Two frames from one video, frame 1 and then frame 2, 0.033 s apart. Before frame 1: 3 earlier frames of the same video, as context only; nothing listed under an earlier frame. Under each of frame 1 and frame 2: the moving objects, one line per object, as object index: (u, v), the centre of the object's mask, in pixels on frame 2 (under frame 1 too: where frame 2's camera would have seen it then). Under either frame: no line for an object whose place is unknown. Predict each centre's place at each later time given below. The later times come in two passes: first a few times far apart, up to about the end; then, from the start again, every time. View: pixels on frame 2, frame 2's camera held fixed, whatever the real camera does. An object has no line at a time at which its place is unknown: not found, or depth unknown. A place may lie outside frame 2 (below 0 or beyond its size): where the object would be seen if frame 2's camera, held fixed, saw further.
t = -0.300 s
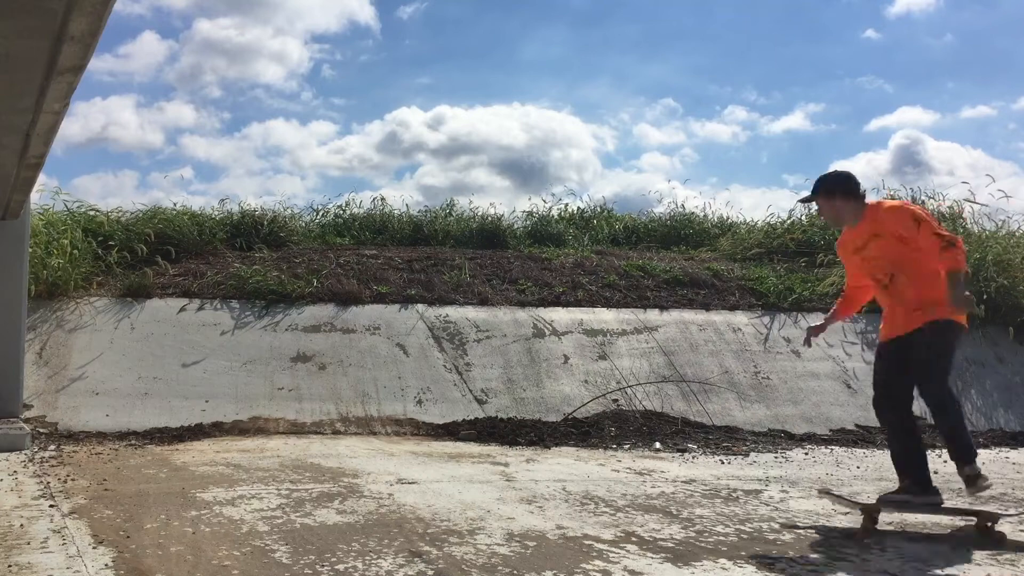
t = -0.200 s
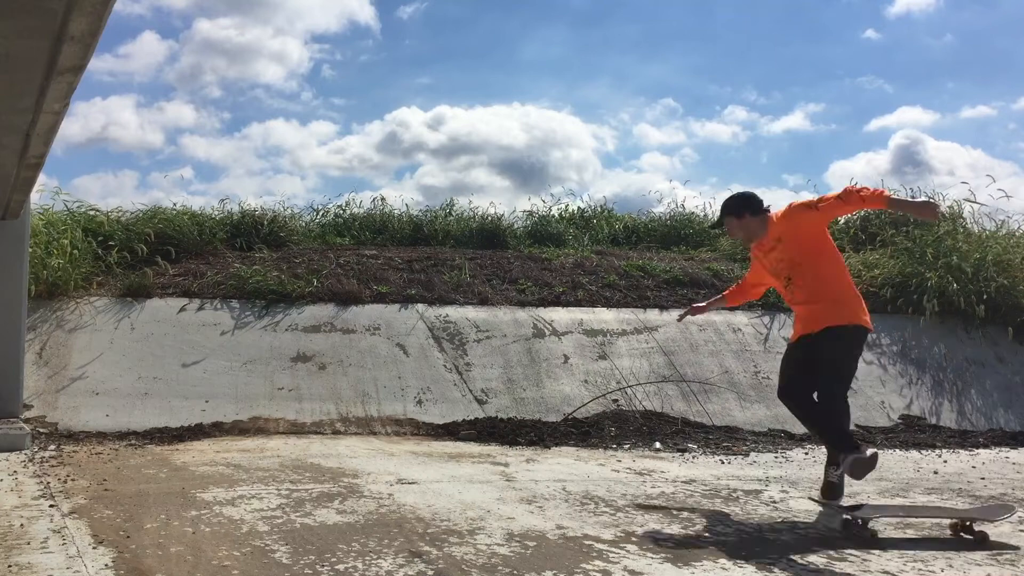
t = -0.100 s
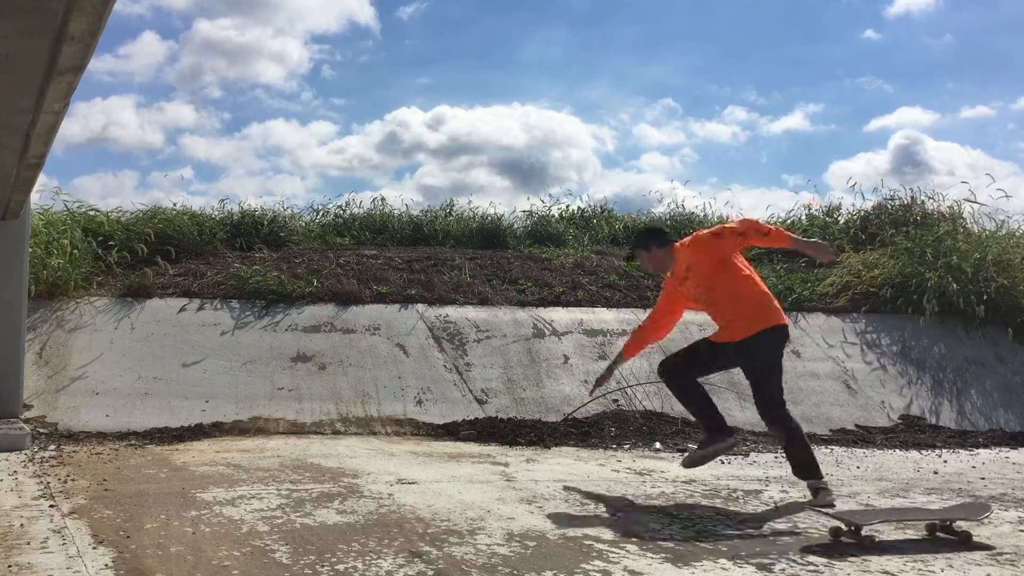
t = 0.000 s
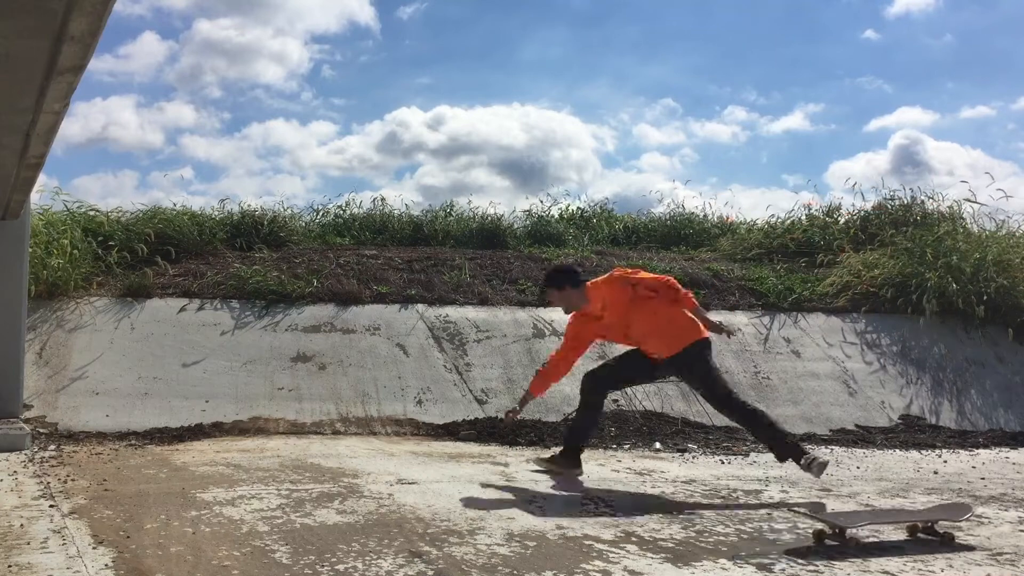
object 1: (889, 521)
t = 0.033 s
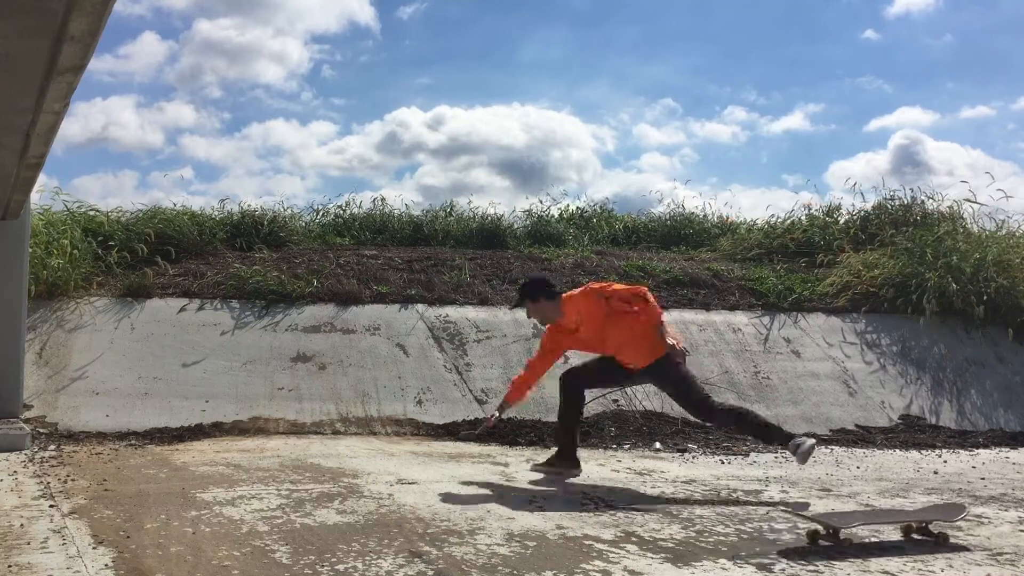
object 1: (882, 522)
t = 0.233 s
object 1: (848, 524)
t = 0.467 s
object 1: (810, 526)
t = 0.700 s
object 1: (779, 529)
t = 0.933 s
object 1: (747, 531)
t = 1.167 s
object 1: (721, 534)
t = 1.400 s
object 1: (700, 535)
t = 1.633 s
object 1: (679, 537)
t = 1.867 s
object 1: (664, 539)
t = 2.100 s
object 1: (650, 541)
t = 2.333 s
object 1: (638, 542)
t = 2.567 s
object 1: (627, 543)
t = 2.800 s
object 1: (616, 544)
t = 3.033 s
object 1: (607, 545)
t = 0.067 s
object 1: (878, 522)
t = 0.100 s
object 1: (871, 523)
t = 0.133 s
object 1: (866, 523)
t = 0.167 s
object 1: (860, 523)
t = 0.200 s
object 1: (854, 524)
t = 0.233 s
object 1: (848, 524)
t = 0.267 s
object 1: (842, 524)
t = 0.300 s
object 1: (838, 525)
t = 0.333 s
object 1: (831, 525)
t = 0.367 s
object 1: (826, 525)
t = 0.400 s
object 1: (820, 525)
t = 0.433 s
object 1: (815, 526)
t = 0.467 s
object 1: (810, 526)
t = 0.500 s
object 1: (807, 526)
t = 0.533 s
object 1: (802, 527)
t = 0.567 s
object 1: (797, 527)
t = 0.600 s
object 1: (792, 528)
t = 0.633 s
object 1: (787, 528)
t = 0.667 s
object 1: (783, 529)
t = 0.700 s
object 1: (779, 529)
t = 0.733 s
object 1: (773, 529)
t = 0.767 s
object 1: (769, 530)
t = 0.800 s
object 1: (764, 530)
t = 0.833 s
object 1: (759, 530)
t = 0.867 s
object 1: (756, 531)
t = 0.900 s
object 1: (752, 531)
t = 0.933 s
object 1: (747, 531)
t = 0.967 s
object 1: (743, 532)
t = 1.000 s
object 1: (740, 532)
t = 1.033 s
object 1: (736, 532)
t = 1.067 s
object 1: (733, 533)
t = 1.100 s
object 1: (728, 533)
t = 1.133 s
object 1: (726, 533)
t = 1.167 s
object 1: (721, 534)
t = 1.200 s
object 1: (718, 534)
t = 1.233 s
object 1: (715, 534)
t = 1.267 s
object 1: (711, 534)
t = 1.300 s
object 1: (709, 534)
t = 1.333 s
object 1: (705, 535)
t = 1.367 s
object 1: (702, 535)
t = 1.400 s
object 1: (700, 535)
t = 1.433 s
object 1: (696, 535)
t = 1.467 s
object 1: (693, 536)
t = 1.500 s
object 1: (690, 536)
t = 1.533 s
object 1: (688, 536)
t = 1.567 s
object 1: (685, 537)
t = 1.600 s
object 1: (682, 537)
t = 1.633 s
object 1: (679, 537)
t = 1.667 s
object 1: (676, 538)
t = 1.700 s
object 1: (674, 538)
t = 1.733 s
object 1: (671, 538)
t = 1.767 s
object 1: (669, 538)
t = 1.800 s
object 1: (668, 538)
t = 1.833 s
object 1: (666, 539)
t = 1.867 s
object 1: (664, 539)
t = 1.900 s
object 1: (662, 539)
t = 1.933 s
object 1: (660, 539)
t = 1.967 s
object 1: (657, 539)
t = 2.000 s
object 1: (656, 540)
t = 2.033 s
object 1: (654, 540)
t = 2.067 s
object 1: (652, 540)
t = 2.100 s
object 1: (650, 541)
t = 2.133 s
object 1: (648, 541)
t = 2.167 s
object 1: (647, 541)
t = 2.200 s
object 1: (644, 541)
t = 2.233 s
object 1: (642, 541)
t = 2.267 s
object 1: (641, 541)
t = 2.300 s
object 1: (639, 542)
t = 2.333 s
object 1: (638, 542)
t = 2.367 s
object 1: (636, 542)
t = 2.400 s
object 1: (635, 542)
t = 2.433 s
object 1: (633, 542)
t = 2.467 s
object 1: (631, 543)
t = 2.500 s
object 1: (630, 543)
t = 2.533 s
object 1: (628, 543)
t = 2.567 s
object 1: (627, 543)
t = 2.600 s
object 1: (625, 543)
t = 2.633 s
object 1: (623, 543)
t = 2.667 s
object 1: (622, 543)
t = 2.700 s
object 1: (620, 544)
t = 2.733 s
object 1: (619, 544)
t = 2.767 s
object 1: (617, 544)
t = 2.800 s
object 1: (616, 544)
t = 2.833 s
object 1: (615, 544)
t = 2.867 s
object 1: (614, 544)
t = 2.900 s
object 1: (612, 544)
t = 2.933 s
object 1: (611, 544)
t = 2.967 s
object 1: (609, 545)
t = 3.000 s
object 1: (608, 545)
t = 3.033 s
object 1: (607, 545)
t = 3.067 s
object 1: (605, 545)
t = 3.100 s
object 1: (604, 545)
